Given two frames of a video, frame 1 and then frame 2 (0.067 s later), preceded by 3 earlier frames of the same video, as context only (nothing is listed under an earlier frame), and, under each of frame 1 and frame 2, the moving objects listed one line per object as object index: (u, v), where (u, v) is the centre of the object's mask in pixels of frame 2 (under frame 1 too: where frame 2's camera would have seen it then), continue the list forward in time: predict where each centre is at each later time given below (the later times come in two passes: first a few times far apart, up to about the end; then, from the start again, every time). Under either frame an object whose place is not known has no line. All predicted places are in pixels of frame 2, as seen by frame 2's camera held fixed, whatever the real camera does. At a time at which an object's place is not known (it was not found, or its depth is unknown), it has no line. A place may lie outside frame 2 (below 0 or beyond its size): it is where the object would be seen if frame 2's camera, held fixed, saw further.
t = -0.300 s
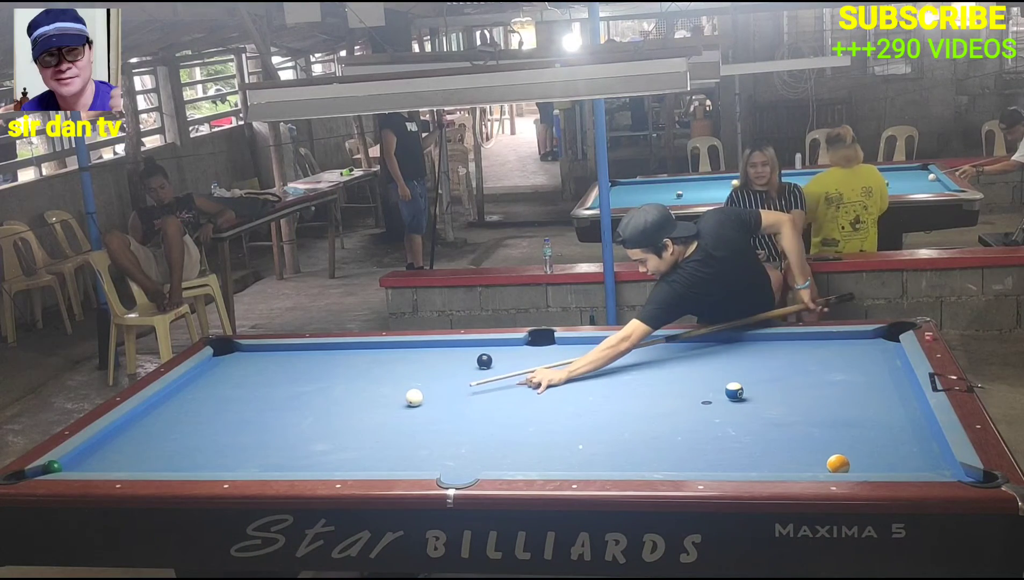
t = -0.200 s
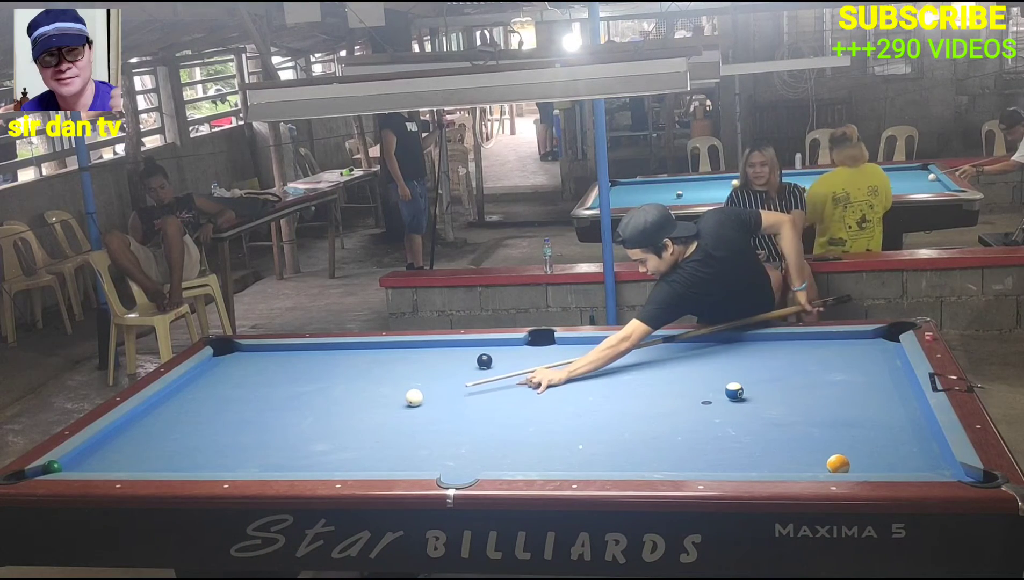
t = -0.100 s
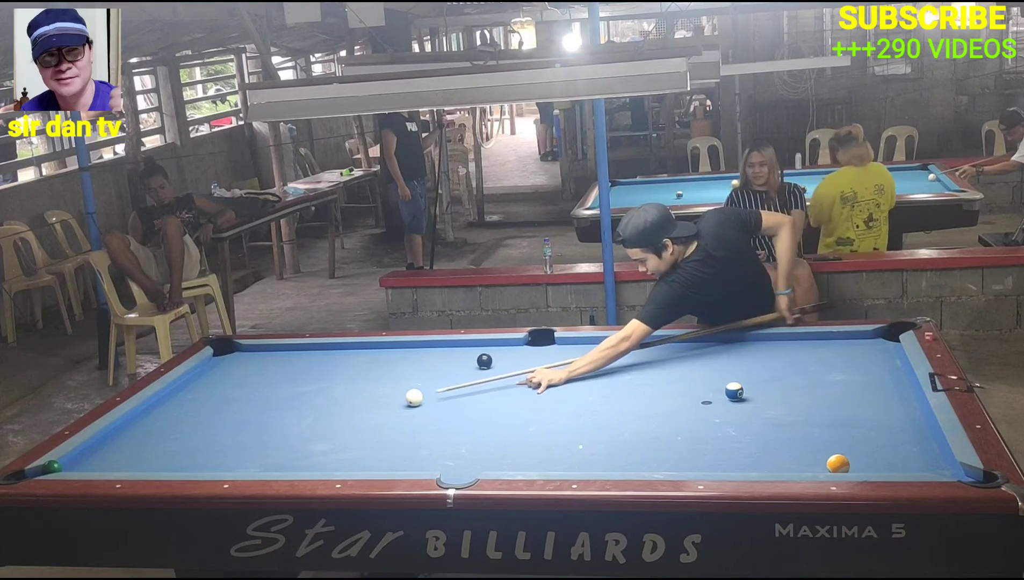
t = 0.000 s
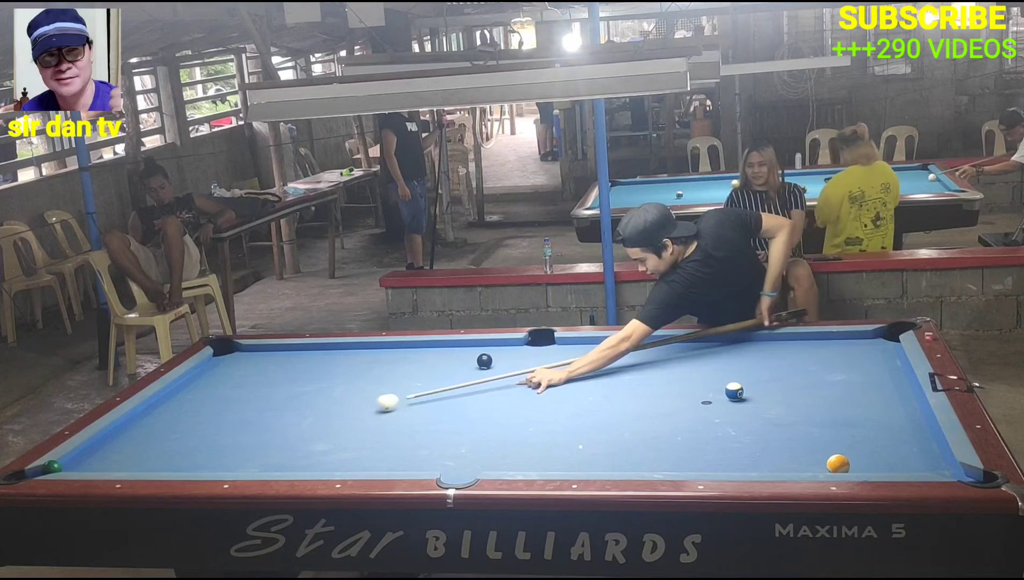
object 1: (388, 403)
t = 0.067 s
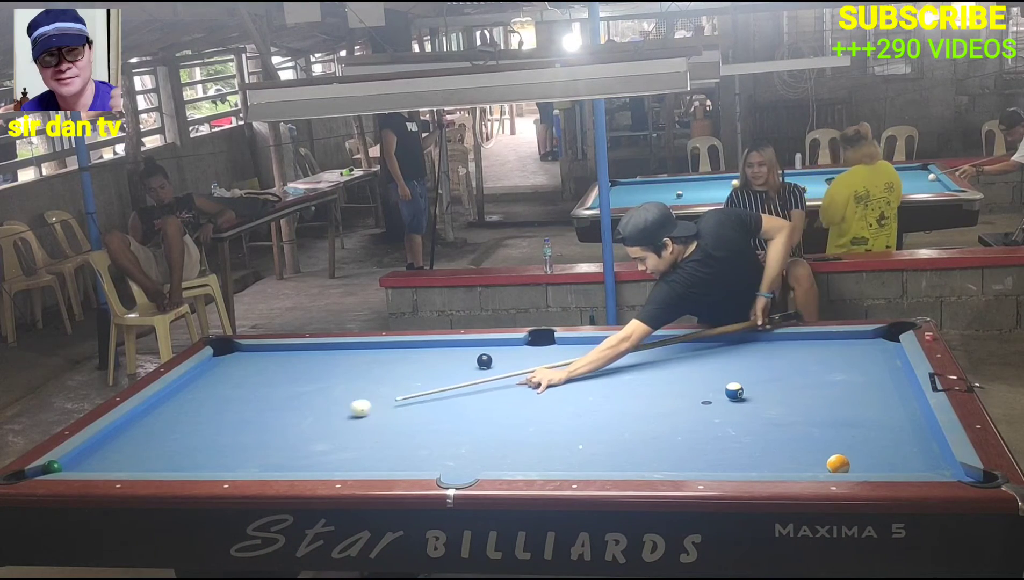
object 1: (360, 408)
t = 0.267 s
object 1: (282, 424)
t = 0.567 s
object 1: (161, 447)
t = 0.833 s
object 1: (67, 462)
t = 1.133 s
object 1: (106, 454)
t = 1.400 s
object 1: (139, 448)
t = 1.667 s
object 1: (169, 443)
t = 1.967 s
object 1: (200, 437)
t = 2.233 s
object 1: (225, 432)
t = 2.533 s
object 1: (250, 427)
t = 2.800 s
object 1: (270, 423)
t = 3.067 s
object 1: (288, 419)
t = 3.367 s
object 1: (306, 416)
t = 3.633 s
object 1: (319, 413)
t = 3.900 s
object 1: (330, 411)
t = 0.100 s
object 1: (347, 411)
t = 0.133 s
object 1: (335, 414)
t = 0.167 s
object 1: (322, 416)
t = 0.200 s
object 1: (309, 418)
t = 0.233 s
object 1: (295, 421)
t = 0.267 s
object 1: (282, 424)
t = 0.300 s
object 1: (269, 426)
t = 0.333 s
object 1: (256, 428)
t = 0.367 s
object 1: (242, 431)
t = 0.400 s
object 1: (228, 433)
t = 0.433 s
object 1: (215, 436)
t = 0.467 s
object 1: (202, 439)
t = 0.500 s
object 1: (188, 441)
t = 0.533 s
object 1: (174, 444)
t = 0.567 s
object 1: (161, 447)
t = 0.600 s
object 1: (147, 449)
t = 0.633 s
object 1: (134, 451)
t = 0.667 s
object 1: (119, 454)
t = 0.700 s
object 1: (106, 457)
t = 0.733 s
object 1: (92, 459)
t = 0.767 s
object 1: (78, 461)
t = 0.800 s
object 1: (68, 463)
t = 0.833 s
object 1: (67, 462)
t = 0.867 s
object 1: (72, 461)
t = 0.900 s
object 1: (77, 460)
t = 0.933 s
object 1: (81, 459)
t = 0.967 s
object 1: (85, 458)
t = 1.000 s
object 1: (90, 457)
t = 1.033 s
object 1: (94, 457)
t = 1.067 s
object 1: (98, 456)
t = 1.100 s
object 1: (102, 455)
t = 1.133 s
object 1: (106, 454)
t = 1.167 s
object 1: (111, 454)
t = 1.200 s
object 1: (115, 453)
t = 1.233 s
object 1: (119, 452)
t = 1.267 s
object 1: (123, 451)
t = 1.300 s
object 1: (127, 451)
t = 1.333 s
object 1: (131, 450)
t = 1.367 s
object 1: (135, 449)
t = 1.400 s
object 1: (139, 448)
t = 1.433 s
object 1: (143, 448)
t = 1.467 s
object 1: (147, 447)
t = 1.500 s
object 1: (150, 446)
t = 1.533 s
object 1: (155, 446)
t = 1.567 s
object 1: (158, 445)
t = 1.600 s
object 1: (162, 444)
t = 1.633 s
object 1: (166, 443)
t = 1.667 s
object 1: (169, 443)
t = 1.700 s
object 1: (172, 442)
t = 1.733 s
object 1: (176, 442)
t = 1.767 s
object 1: (179, 441)
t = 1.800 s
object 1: (183, 440)
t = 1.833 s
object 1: (186, 440)
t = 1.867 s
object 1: (189, 439)
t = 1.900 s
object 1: (193, 438)
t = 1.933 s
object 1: (197, 437)
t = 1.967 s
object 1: (200, 437)
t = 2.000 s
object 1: (203, 436)
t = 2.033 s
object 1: (206, 436)
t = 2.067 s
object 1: (209, 435)
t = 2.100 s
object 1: (212, 434)
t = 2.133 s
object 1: (215, 434)
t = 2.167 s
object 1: (219, 433)
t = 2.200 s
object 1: (222, 433)
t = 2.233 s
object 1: (225, 432)
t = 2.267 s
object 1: (228, 431)
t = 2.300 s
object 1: (230, 431)
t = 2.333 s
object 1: (234, 430)
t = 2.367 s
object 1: (236, 430)
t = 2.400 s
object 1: (239, 429)
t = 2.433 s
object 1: (242, 429)
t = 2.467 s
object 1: (244, 428)
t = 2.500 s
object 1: (247, 428)
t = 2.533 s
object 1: (250, 427)
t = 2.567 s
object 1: (252, 427)
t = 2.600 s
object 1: (255, 426)
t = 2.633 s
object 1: (258, 425)
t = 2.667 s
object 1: (260, 425)
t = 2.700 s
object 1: (263, 425)
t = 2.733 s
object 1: (265, 424)
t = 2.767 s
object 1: (267, 424)
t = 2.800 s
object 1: (270, 423)
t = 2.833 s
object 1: (272, 423)
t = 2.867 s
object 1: (274, 422)
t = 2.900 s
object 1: (277, 422)
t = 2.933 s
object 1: (279, 421)
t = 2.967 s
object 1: (282, 420)
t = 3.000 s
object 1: (284, 420)
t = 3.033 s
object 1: (286, 420)
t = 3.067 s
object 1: (288, 419)
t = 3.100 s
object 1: (290, 419)
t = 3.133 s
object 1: (292, 418)
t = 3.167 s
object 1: (294, 418)
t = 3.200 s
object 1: (296, 418)
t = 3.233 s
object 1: (298, 417)
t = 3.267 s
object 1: (300, 417)
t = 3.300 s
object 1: (302, 417)
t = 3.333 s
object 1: (304, 416)
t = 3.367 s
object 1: (306, 416)
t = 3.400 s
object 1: (307, 415)
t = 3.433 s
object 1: (309, 415)
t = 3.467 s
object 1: (311, 415)
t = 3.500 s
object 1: (313, 414)
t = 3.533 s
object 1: (314, 414)
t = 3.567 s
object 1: (316, 414)
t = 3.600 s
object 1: (318, 413)
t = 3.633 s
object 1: (319, 413)
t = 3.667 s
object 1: (321, 412)
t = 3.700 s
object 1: (322, 412)
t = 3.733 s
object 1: (324, 412)
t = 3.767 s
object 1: (325, 412)
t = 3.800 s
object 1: (327, 411)
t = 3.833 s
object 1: (328, 412)
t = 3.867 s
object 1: (329, 411)
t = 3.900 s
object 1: (330, 411)
